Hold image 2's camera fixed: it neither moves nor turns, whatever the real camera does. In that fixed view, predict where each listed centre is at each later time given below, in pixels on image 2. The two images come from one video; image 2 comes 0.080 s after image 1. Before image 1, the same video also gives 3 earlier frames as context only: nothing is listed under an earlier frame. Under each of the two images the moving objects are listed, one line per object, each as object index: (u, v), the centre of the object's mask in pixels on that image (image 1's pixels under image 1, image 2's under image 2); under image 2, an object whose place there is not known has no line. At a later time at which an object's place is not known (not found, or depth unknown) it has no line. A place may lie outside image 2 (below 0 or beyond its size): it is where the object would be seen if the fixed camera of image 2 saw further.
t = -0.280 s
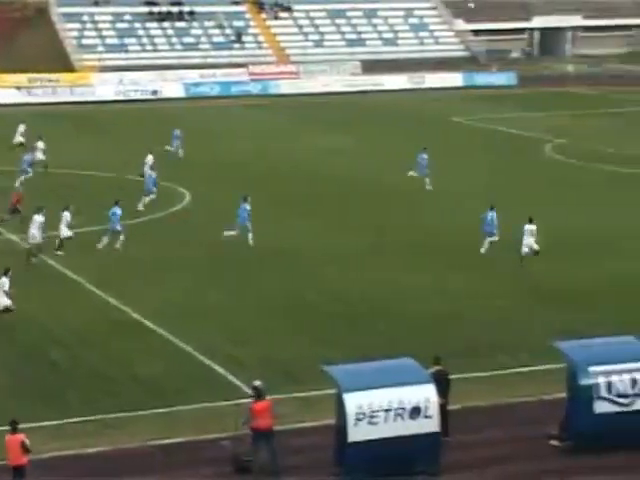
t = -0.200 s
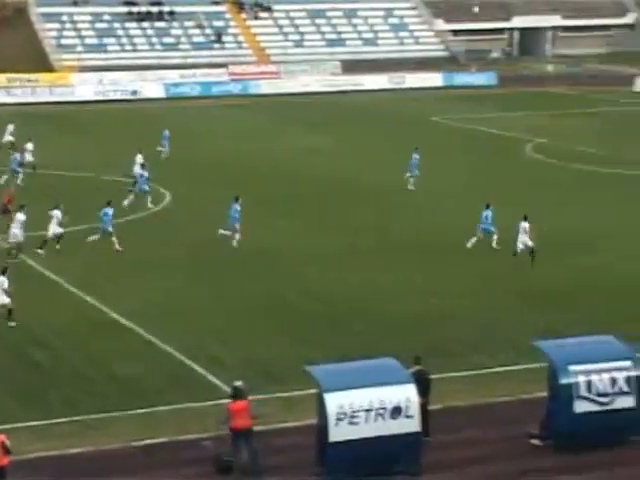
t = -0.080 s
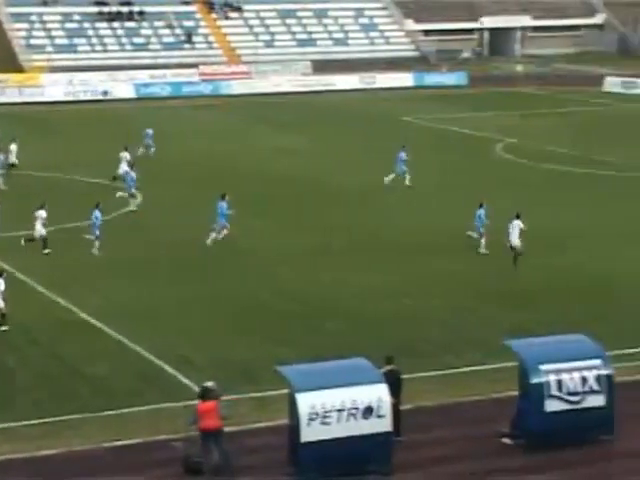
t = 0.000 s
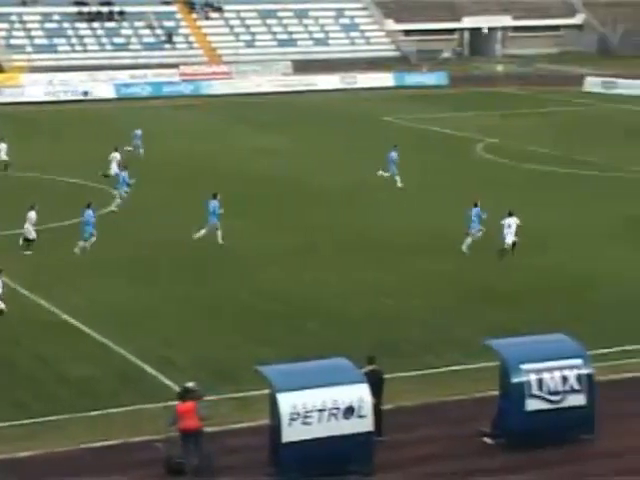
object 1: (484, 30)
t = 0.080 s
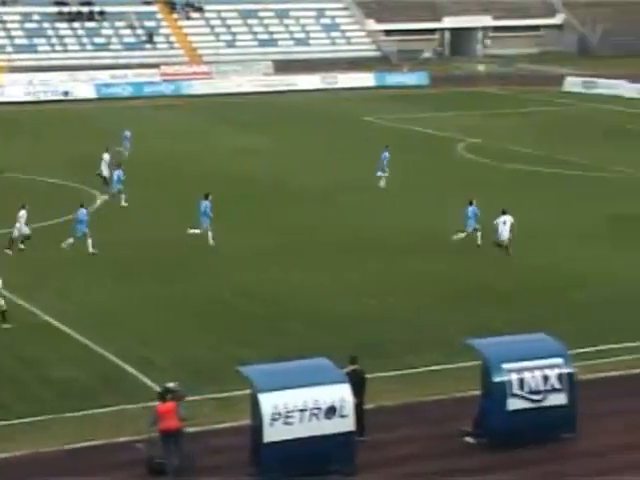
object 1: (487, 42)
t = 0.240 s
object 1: (529, 70)
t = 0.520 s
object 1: (593, 138)
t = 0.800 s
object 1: (647, 223)
